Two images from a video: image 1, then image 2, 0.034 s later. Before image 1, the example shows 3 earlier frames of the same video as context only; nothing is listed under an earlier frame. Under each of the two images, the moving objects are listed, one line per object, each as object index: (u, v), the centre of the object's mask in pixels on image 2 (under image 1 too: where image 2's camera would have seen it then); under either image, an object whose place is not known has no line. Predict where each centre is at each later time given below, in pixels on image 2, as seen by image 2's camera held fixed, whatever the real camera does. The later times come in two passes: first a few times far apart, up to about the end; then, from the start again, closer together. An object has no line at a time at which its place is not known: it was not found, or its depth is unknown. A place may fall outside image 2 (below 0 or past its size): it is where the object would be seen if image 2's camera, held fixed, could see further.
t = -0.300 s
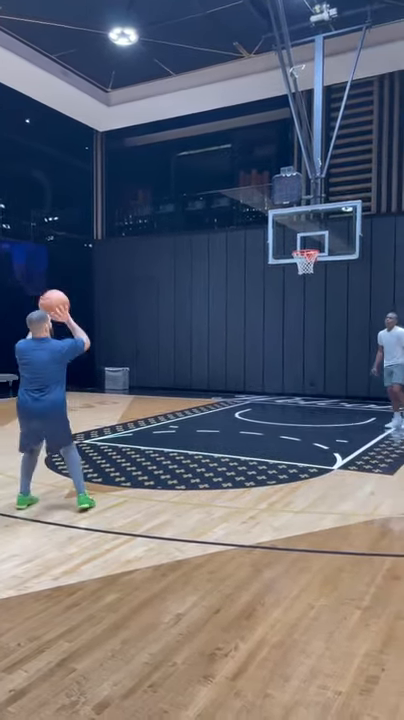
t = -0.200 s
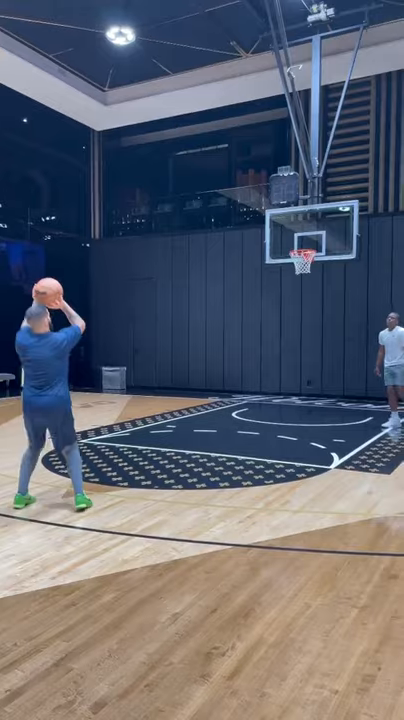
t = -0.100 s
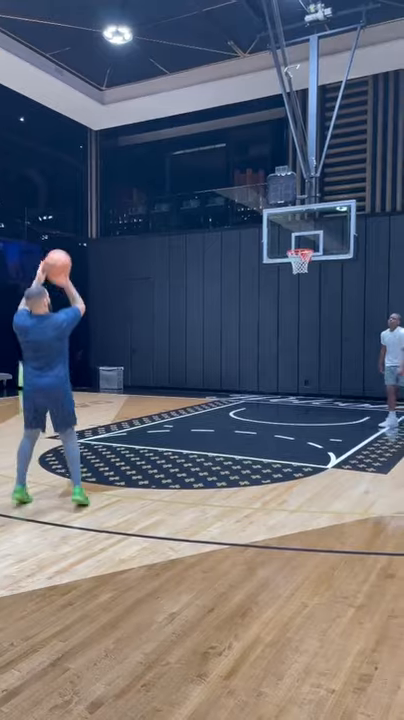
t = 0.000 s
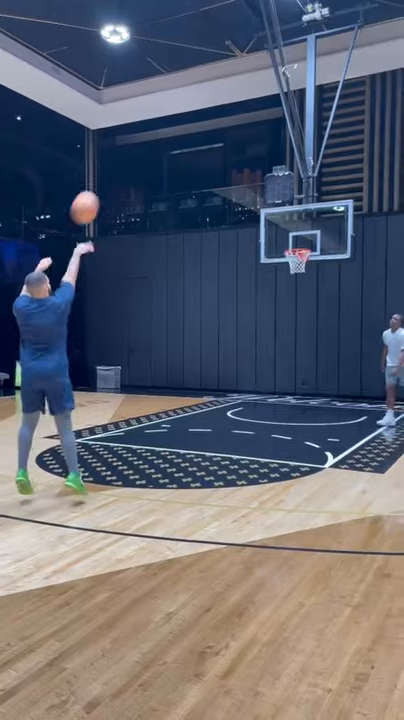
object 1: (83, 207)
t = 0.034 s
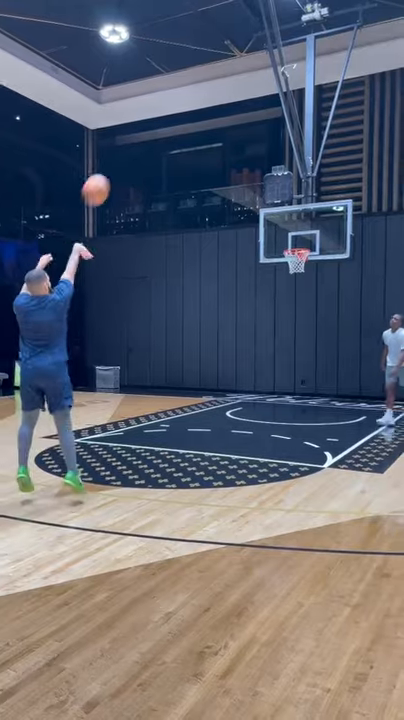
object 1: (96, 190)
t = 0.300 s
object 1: (171, 110)
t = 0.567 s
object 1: (223, 104)
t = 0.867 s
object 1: (264, 151)
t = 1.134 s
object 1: (291, 220)
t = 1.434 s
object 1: (295, 282)
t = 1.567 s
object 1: (290, 312)
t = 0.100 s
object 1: (118, 160)
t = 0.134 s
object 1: (128, 148)
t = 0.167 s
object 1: (137, 138)
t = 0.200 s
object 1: (146, 129)
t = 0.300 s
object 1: (171, 110)
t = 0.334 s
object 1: (178, 106)
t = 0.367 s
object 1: (186, 103)
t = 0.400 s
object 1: (192, 101)
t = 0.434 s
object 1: (199, 100)
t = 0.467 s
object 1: (206, 100)
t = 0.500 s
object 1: (211, 100)
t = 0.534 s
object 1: (217, 102)
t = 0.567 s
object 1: (223, 104)
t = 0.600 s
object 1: (228, 107)
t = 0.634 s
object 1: (233, 111)
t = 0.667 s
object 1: (238, 114)
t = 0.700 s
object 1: (243, 119)
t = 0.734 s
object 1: (247, 124)
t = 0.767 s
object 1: (252, 131)
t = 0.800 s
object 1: (256, 137)
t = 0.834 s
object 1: (261, 144)
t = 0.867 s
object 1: (264, 151)
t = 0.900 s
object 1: (268, 158)
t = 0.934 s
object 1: (272, 166)
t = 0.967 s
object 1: (275, 174)
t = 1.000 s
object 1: (278, 183)
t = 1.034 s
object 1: (282, 193)
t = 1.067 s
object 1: (285, 200)
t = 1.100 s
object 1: (288, 212)
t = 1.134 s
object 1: (291, 220)
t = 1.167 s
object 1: (294, 231)
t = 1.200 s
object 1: (296, 242)
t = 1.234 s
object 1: (298, 249)
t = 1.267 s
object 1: (302, 256)
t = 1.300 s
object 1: (301, 267)
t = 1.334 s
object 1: (300, 266)
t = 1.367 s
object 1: (298, 272)
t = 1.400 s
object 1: (297, 276)
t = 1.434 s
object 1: (295, 282)
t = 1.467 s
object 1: (294, 289)
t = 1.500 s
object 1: (293, 296)
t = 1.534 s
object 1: (291, 303)
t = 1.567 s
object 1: (290, 312)
